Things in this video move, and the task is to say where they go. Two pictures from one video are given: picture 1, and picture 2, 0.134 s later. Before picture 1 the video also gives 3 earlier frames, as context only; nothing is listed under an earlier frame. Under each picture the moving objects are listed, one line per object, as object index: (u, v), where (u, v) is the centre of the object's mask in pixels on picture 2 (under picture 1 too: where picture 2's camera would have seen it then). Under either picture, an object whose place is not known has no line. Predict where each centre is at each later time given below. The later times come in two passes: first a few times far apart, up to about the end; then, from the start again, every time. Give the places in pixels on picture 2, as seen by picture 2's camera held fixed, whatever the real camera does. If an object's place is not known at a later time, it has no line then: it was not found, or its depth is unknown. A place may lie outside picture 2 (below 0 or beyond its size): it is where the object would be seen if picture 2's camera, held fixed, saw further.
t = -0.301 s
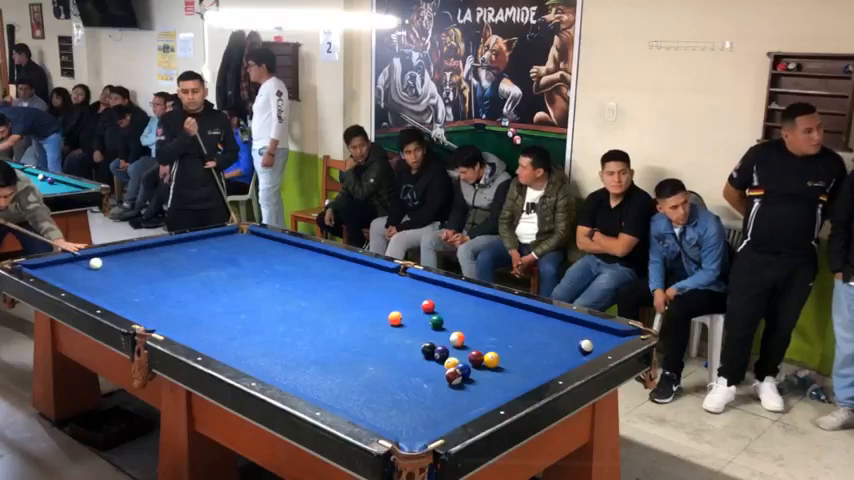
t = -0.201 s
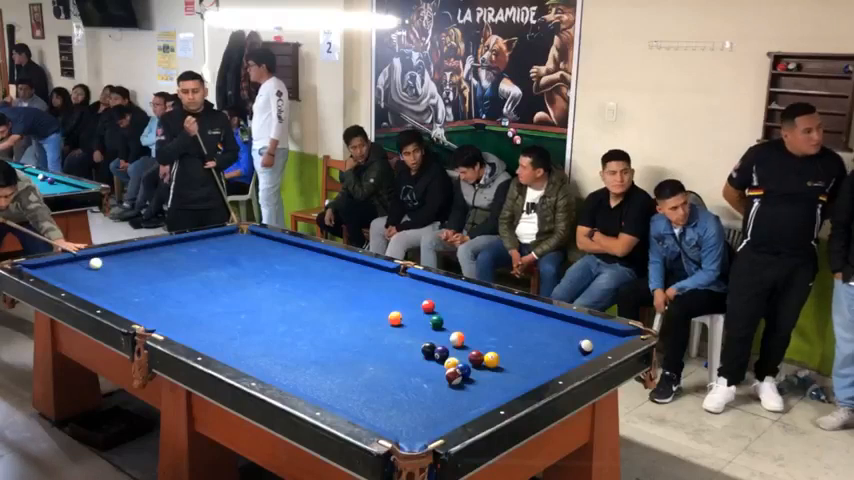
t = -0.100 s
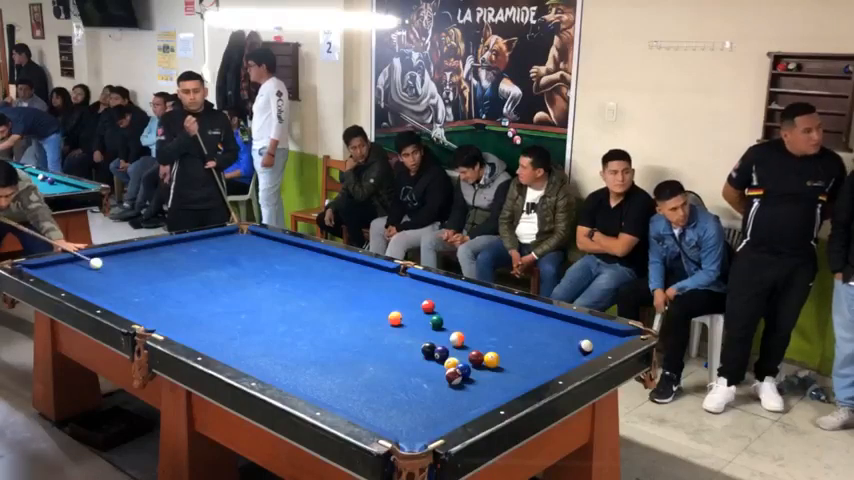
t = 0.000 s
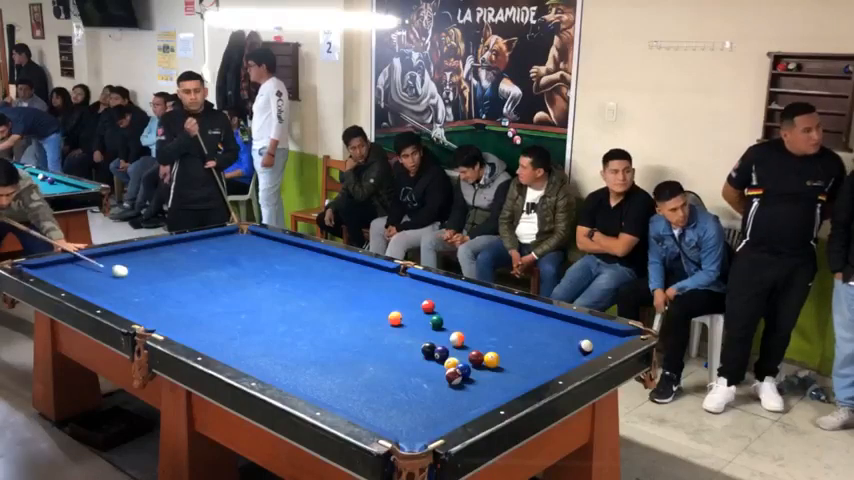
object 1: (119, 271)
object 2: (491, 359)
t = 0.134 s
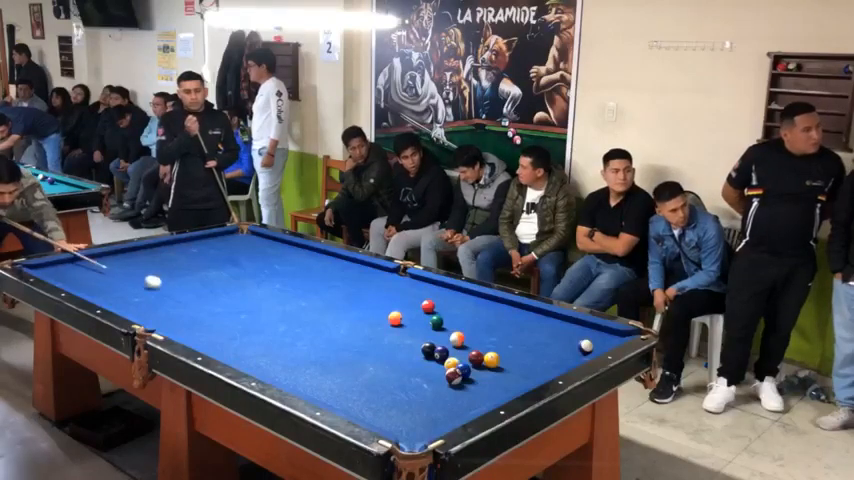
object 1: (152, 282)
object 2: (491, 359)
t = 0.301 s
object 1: (196, 296)
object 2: (491, 359)
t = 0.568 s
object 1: (276, 323)
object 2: (491, 359)
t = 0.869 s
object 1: (383, 358)
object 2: (491, 360)
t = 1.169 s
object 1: (454, 404)
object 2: (492, 359)
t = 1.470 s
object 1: (390, 411)
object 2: (502, 353)
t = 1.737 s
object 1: (340, 399)
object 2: (510, 348)
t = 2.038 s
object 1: (324, 376)
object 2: (518, 344)
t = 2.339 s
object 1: (311, 356)
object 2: (524, 339)
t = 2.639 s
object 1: (299, 338)
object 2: (529, 336)
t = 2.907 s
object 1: (289, 325)
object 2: (533, 333)
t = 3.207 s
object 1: (280, 312)
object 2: (536, 330)
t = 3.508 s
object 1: (271, 301)
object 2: (538, 328)
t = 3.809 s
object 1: (263, 289)
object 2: (539, 327)
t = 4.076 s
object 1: (257, 281)
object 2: (540, 326)
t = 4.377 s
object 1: (251, 274)
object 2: (540, 326)
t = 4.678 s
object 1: (246, 266)
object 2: (540, 325)
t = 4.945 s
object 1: (241, 261)
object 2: (540, 325)
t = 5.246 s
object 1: (237, 255)
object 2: (540, 325)
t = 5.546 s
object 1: (233, 250)
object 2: (540, 325)
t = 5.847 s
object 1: (229, 245)
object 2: (540, 325)
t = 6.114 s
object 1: (226, 242)
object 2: (540, 325)
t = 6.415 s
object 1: (224, 238)
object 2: (540, 325)
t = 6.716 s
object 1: (221, 235)
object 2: (540, 325)
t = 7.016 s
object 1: (222, 233)
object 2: (540, 325)
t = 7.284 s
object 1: (227, 234)
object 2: (540, 325)
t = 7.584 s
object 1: (232, 234)
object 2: (540, 325)
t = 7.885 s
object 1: (237, 234)
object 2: (540, 326)
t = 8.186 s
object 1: (240, 235)
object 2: (540, 325)
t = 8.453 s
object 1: (242, 235)
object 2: (540, 326)
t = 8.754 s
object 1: (243, 235)
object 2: (540, 325)
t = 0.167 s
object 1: (161, 285)
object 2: (491, 359)
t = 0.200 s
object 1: (169, 288)
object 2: (491, 359)
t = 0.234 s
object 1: (178, 291)
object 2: (491, 359)
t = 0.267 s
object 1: (187, 294)
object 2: (491, 359)
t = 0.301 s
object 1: (196, 296)
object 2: (491, 359)
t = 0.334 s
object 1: (205, 299)
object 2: (491, 359)
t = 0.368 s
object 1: (215, 303)
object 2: (491, 359)
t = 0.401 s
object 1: (224, 306)
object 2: (491, 359)
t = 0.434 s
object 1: (234, 309)
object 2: (491, 359)
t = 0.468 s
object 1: (244, 313)
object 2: (491, 359)
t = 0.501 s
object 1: (255, 316)
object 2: (491, 359)
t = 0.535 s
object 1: (265, 319)
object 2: (491, 359)
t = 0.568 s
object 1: (276, 323)
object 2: (491, 359)
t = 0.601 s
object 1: (287, 326)
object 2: (491, 359)
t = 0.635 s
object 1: (298, 330)
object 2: (491, 359)
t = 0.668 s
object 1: (309, 334)
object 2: (491, 359)
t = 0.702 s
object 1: (321, 337)
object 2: (491, 359)
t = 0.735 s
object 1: (333, 341)
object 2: (491, 359)
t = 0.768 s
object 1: (345, 346)
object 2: (491, 359)
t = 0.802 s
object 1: (357, 350)
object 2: (491, 359)
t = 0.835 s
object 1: (370, 354)
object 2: (491, 360)
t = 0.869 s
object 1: (383, 358)
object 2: (491, 360)
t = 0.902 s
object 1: (396, 363)
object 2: (491, 360)
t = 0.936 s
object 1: (410, 368)
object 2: (491, 360)
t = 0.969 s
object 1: (423, 372)
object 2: (491, 360)
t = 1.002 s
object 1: (436, 377)
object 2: (491, 360)
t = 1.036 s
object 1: (439, 383)
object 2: (491, 359)
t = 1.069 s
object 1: (441, 388)
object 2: (492, 359)
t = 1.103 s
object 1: (445, 393)
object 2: (492, 359)
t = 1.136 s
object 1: (449, 398)
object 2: (492, 359)
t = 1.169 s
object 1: (454, 404)
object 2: (492, 359)
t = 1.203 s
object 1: (459, 408)
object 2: (493, 358)
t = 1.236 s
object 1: (457, 411)
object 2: (494, 357)
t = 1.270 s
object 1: (447, 412)
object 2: (495, 357)
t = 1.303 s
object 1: (438, 412)
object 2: (496, 356)
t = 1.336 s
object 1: (428, 412)
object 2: (498, 355)
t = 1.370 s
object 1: (418, 412)
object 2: (499, 355)
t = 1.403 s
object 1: (409, 411)
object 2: (500, 354)
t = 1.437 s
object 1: (399, 411)
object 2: (500, 353)
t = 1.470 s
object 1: (390, 411)
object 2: (502, 353)
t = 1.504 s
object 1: (381, 410)
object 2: (503, 352)
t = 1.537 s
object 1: (372, 410)
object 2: (504, 352)
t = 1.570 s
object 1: (363, 409)
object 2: (505, 351)
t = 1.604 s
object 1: (353, 407)
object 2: (506, 351)
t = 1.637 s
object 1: (346, 405)
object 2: (507, 350)
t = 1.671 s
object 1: (344, 403)
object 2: (508, 350)
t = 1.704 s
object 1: (342, 402)
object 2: (509, 349)
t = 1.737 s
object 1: (340, 399)
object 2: (510, 348)
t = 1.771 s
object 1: (338, 397)
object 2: (511, 348)
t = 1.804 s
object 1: (336, 394)
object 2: (512, 347)
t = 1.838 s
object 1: (334, 391)
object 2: (512, 346)
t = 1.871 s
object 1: (332, 389)
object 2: (514, 346)
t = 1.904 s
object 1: (331, 386)
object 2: (514, 345)
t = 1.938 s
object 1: (329, 383)
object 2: (515, 345)
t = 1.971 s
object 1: (327, 381)
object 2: (516, 344)
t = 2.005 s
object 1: (326, 378)
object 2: (517, 344)
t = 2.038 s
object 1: (324, 376)
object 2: (518, 344)
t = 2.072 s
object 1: (323, 373)
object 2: (519, 343)
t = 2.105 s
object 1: (321, 371)
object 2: (520, 343)
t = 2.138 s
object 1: (320, 369)
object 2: (520, 342)
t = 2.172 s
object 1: (318, 367)
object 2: (521, 341)
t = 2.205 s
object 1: (316, 364)
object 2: (521, 341)
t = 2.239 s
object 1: (315, 362)
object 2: (522, 341)
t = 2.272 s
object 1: (313, 360)
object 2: (523, 340)
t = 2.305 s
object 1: (312, 358)
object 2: (524, 340)
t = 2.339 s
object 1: (311, 356)
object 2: (524, 339)
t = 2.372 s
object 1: (309, 354)
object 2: (525, 339)
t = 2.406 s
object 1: (308, 352)
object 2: (526, 338)
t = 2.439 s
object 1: (306, 350)
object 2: (526, 338)
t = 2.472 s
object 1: (305, 348)
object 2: (527, 337)
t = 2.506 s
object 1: (304, 346)
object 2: (528, 337)
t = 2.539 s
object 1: (303, 344)
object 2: (528, 337)
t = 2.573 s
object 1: (301, 342)
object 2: (529, 336)
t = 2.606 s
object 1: (300, 340)
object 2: (529, 336)
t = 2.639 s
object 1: (299, 338)
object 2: (529, 336)
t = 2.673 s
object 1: (297, 337)
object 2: (530, 335)
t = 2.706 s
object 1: (296, 335)
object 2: (531, 335)
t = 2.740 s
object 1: (295, 334)
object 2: (531, 335)
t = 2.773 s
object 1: (294, 332)
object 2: (532, 334)
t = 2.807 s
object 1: (293, 330)
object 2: (532, 334)
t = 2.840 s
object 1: (291, 328)
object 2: (533, 333)
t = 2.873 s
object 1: (290, 327)
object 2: (533, 333)
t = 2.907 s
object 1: (289, 325)
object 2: (533, 333)
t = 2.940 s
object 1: (288, 324)
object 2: (534, 333)
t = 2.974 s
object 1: (287, 322)
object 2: (534, 332)
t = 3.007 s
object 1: (286, 321)
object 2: (535, 332)
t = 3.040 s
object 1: (285, 319)
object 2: (535, 332)
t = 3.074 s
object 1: (284, 318)
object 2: (535, 331)
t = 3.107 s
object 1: (283, 316)
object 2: (536, 331)
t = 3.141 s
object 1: (282, 315)
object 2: (536, 331)
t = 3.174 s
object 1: (280, 314)
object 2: (536, 331)
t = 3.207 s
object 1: (280, 312)
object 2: (536, 330)
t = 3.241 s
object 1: (279, 311)
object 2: (537, 330)
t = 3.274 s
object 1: (277, 309)
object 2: (537, 330)
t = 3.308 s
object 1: (277, 308)
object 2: (537, 330)
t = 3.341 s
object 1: (276, 307)
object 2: (537, 330)
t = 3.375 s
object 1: (275, 305)
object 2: (537, 329)
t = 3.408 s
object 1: (274, 304)
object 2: (538, 329)
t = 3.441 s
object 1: (273, 303)
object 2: (538, 329)
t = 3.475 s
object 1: (272, 302)
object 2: (538, 328)
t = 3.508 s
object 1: (271, 301)
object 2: (538, 328)
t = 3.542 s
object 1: (270, 298)
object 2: (539, 328)
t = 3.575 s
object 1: (269, 297)
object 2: (539, 328)
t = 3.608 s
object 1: (268, 296)
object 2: (539, 328)
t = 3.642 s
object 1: (267, 295)
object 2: (539, 327)
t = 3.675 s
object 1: (266, 294)
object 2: (539, 327)
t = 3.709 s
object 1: (265, 293)
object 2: (539, 327)
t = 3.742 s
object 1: (264, 292)
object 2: (540, 327)
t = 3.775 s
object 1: (264, 290)
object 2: (539, 327)
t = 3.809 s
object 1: (263, 289)
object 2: (539, 327)
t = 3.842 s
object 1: (262, 288)
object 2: (539, 327)
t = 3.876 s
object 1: (262, 287)
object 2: (540, 326)
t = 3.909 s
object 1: (261, 286)
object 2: (540, 326)
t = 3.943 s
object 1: (260, 285)
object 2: (540, 326)
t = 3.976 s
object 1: (260, 284)
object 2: (540, 326)
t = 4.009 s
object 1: (259, 283)
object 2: (540, 326)
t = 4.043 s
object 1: (258, 282)
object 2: (540, 326)
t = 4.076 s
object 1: (257, 281)
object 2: (540, 326)
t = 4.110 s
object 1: (257, 281)
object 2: (540, 326)
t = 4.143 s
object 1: (256, 280)
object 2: (540, 326)
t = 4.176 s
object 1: (255, 279)
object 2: (540, 326)
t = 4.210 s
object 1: (255, 278)
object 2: (540, 326)
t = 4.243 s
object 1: (254, 277)
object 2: (540, 326)
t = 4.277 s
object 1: (253, 276)
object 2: (540, 326)
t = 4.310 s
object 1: (253, 275)
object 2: (540, 325)
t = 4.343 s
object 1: (252, 274)
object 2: (540, 325)
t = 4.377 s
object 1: (251, 274)
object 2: (540, 326)
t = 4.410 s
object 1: (251, 273)
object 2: (540, 326)
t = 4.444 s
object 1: (250, 272)
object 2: (540, 326)
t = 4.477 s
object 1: (250, 271)
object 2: (540, 326)
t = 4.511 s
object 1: (249, 270)
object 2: (540, 326)
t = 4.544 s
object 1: (248, 269)
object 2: (540, 326)
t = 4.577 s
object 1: (247, 269)
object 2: (540, 326)
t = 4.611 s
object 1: (247, 268)
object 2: (540, 326)
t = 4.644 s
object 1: (246, 267)
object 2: (540, 326)
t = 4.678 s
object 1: (246, 266)
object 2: (540, 325)
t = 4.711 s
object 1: (245, 265)
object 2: (540, 325)
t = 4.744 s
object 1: (245, 265)
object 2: (540, 325)
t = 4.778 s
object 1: (244, 264)
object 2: (540, 325)
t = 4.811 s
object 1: (243, 264)
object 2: (540, 325)
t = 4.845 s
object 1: (243, 263)
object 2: (540, 325)
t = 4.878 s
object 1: (242, 262)
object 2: (540, 325)
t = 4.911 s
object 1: (242, 261)
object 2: (540, 325)
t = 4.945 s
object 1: (241, 261)
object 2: (540, 325)
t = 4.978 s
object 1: (240, 260)
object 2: (540, 325)
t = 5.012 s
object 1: (240, 259)
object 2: (540, 325)
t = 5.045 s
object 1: (240, 259)
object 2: (540, 325)
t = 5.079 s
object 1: (239, 258)
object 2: (540, 325)
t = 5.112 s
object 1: (239, 257)
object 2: (540, 325)
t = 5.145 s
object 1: (238, 257)
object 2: (540, 325)
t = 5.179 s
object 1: (238, 256)
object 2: (540, 325)
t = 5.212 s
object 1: (237, 256)
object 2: (540, 325)
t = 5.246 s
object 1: (237, 255)
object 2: (540, 325)
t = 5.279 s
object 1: (236, 254)
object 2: (540, 325)
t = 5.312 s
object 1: (236, 254)
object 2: (540, 325)
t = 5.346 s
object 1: (235, 253)
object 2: (540, 325)
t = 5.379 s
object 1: (235, 253)
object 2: (540, 325)
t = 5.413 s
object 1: (235, 252)
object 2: (540, 325)
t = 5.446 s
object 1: (234, 252)
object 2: (540, 325)
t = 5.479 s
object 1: (234, 251)
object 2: (540, 325)
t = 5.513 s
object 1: (233, 250)
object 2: (540, 325)
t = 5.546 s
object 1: (233, 250)
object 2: (540, 325)
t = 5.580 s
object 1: (233, 249)
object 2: (540, 325)
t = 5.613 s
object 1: (232, 249)
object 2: (540, 325)
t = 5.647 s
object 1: (232, 248)
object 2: (540, 325)
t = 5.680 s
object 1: (231, 248)
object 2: (540, 325)
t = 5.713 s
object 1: (231, 247)
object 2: (540, 325)
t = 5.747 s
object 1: (230, 247)
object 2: (540, 325)
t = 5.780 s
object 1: (230, 247)
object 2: (540, 325)
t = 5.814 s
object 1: (230, 246)
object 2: (540, 325)
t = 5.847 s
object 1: (229, 245)
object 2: (540, 325)
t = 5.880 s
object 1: (229, 245)
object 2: (540, 325)
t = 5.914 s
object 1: (229, 245)
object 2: (540, 325)
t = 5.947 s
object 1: (228, 244)
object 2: (540, 325)
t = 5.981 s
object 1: (228, 243)
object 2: (540, 325)
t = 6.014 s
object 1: (227, 243)
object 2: (540, 325)
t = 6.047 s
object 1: (227, 243)
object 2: (540, 325)
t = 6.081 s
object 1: (227, 242)
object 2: (540, 325)
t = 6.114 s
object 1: (226, 242)
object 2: (540, 325)
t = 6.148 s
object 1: (226, 241)
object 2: (540, 325)
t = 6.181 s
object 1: (226, 241)
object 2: (540, 325)
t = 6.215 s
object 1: (226, 240)
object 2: (540, 325)
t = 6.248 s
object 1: (225, 240)
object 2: (540, 325)
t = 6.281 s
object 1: (225, 240)
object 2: (540, 325)
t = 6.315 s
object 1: (225, 239)
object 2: (540, 325)
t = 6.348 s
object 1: (224, 239)
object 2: (540, 325)
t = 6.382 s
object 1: (224, 238)
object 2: (540, 325)
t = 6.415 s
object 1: (224, 238)
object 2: (540, 325)
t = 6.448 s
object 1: (224, 238)
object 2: (540, 325)
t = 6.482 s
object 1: (223, 237)
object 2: (540, 325)
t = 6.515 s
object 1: (223, 237)
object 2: (540, 325)
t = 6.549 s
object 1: (222, 237)
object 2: (540, 325)
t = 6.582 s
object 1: (222, 236)
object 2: (540, 325)
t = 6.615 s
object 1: (222, 236)
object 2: (540, 325)
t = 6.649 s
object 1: (221, 236)
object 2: (540, 325)
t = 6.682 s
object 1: (221, 235)
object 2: (540, 325)
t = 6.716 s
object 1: (221, 235)
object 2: (540, 325)
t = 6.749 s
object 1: (221, 235)
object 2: (540, 325)
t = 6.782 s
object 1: (221, 234)
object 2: (540, 325)
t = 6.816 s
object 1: (220, 234)
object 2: (540, 325)
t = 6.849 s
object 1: (220, 234)
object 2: (540, 325)
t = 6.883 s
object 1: (220, 233)
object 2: (540, 325)
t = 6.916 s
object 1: (220, 233)
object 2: (540, 325)
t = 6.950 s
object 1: (220, 233)
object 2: (540, 325)
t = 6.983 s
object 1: (221, 233)
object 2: (540, 325)
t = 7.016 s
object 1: (222, 233)
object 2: (540, 325)
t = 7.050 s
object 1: (223, 234)
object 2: (540, 325)
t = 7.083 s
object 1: (223, 233)
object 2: (540, 325)
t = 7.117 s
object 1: (224, 234)
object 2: (540, 325)
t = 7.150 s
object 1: (225, 234)
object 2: (540, 325)
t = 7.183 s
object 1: (225, 234)
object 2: (540, 325)
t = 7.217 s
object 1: (226, 233)
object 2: (540, 325)
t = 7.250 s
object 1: (226, 234)
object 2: (540, 325)
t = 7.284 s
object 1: (227, 234)
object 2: (540, 325)
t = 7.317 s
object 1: (228, 234)
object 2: (540, 325)
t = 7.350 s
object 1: (228, 234)
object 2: (540, 325)
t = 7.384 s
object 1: (229, 234)
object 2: (540, 325)
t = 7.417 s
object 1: (229, 234)
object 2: (540, 325)
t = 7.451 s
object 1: (230, 234)
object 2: (540, 325)
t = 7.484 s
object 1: (230, 234)
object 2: (540, 325)
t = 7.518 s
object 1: (231, 234)
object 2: (540, 325)
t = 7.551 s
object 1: (232, 234)
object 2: (540, 325)
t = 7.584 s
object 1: (232, 234)
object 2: (540, 325)
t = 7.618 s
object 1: (232, 235)
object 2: (540, 325)
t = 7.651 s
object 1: (233, 234)
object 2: (540, 326)
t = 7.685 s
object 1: (234, 234)
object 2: (540, 325)
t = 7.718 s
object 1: (234, 234)
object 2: (540, 326)
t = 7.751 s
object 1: (234, 234)
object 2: (540, 325)
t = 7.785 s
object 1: (235, 234)
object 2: (540, 326)
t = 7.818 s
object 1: (236, 235)
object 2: (540, 326)
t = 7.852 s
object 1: (236, 234)
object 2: (540, 326)
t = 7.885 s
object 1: (237, 234)
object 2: (540, 326)
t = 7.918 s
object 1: (237, 235)
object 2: (540, 326)
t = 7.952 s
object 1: (237, 235)
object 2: (540, 326)
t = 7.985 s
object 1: (238, 235)
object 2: (540, 325)
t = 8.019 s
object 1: (238, 235)
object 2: (540, 325)
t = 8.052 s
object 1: (239, 235)
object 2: (540, 325)
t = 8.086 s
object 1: (239, 234)
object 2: (540, 325)
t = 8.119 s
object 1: (239, 235)
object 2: (540, 325)
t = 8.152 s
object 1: (239, 235)
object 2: (540, 325)
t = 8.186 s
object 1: (240, 235)
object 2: (540, 325)
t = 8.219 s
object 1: (240, 235)
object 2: (540, 325)
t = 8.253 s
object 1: (240, 235)
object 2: (540, 325)
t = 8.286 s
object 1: (240, 235)
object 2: (540, 325)
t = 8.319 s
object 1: (241, 235)
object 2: (540, 325)
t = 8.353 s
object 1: (241, 235)
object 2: (540, 325)
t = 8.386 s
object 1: (241, 235)
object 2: (540, 326)
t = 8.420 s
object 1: (242, 235)
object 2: (540, 326)
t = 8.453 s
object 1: (242, 235)
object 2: (540, 326)
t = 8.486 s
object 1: (242, 235)
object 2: (540, 325)
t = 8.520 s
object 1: (242, 235)
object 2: (540, 325)
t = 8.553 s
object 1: (242, 235)
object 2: (540, 326)
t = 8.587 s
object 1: (242, 235)
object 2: (540, 326)
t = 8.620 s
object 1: (242, 235)
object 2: (540, 325)
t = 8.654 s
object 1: (242, 235)
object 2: (540, 325)
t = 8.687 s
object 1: (243, 235)
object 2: (540, 325)
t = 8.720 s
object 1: (243, 235)
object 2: (540, 325)
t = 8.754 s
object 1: (243, 235)
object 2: (540, 325)
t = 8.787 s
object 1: (243, 235)
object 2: (540, 325)
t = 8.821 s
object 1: (243, 235)
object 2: (540, 325)
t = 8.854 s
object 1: (243, 235)
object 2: (540, 325)
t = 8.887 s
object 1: (244, 235)
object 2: (540, 325)
